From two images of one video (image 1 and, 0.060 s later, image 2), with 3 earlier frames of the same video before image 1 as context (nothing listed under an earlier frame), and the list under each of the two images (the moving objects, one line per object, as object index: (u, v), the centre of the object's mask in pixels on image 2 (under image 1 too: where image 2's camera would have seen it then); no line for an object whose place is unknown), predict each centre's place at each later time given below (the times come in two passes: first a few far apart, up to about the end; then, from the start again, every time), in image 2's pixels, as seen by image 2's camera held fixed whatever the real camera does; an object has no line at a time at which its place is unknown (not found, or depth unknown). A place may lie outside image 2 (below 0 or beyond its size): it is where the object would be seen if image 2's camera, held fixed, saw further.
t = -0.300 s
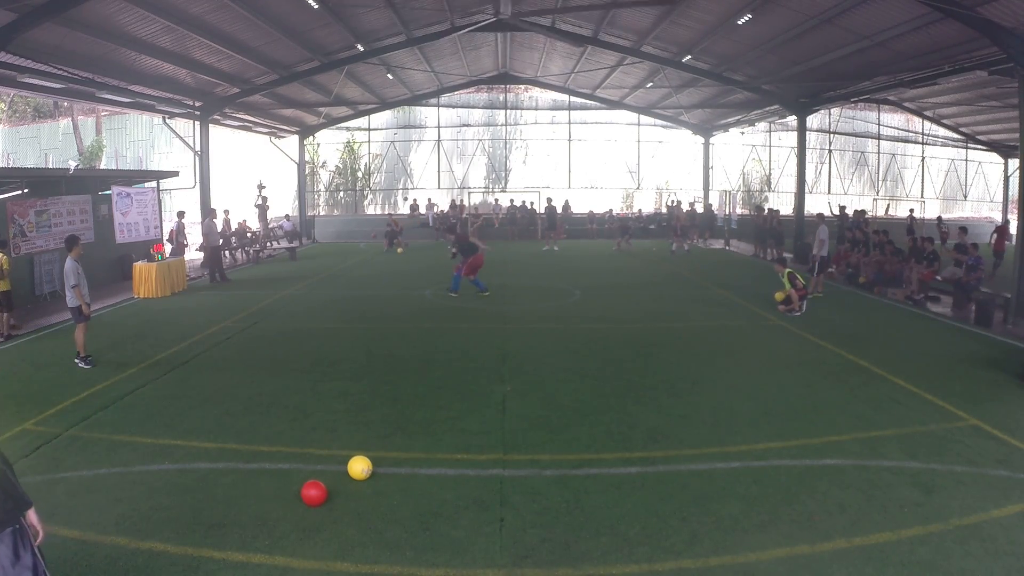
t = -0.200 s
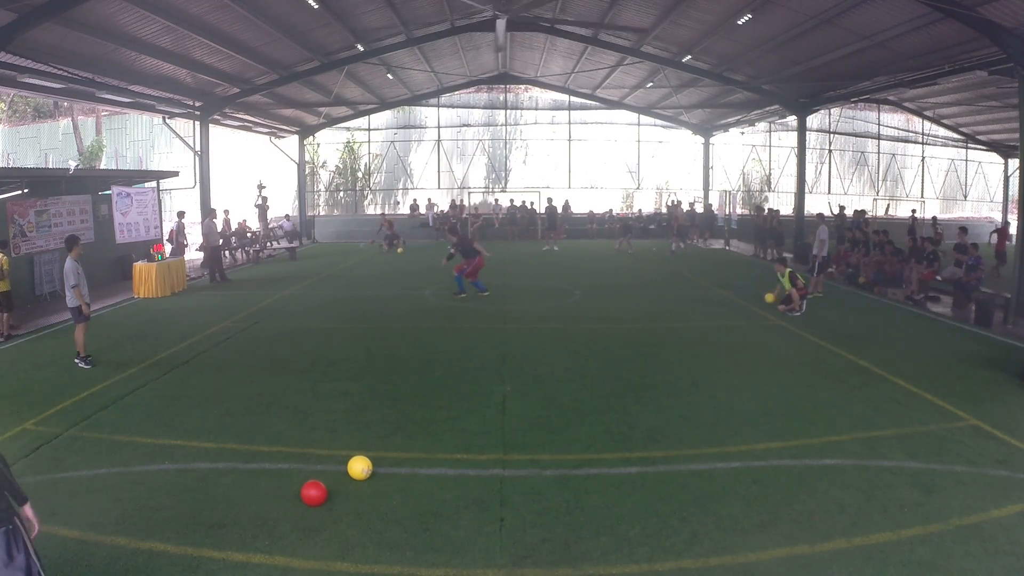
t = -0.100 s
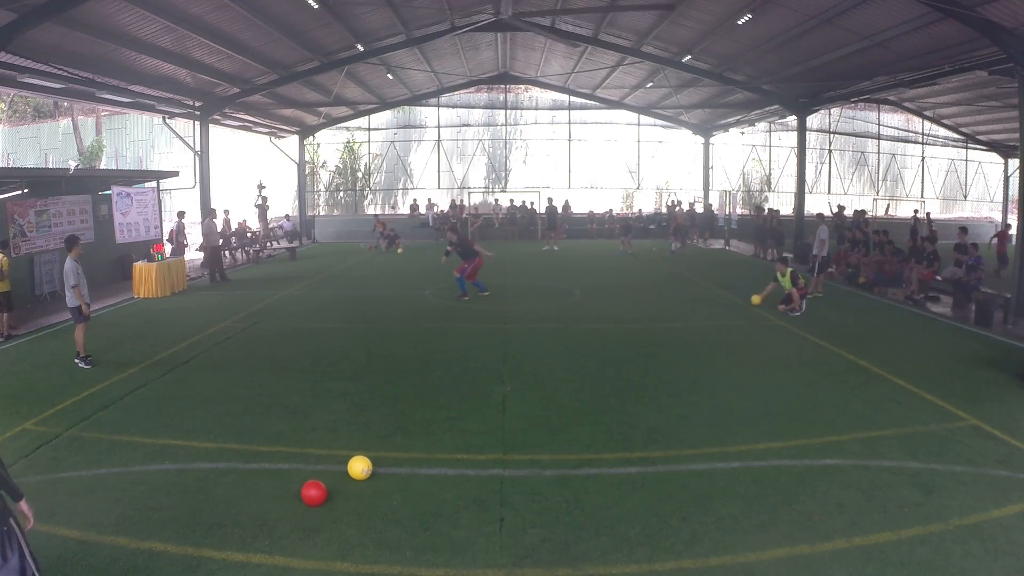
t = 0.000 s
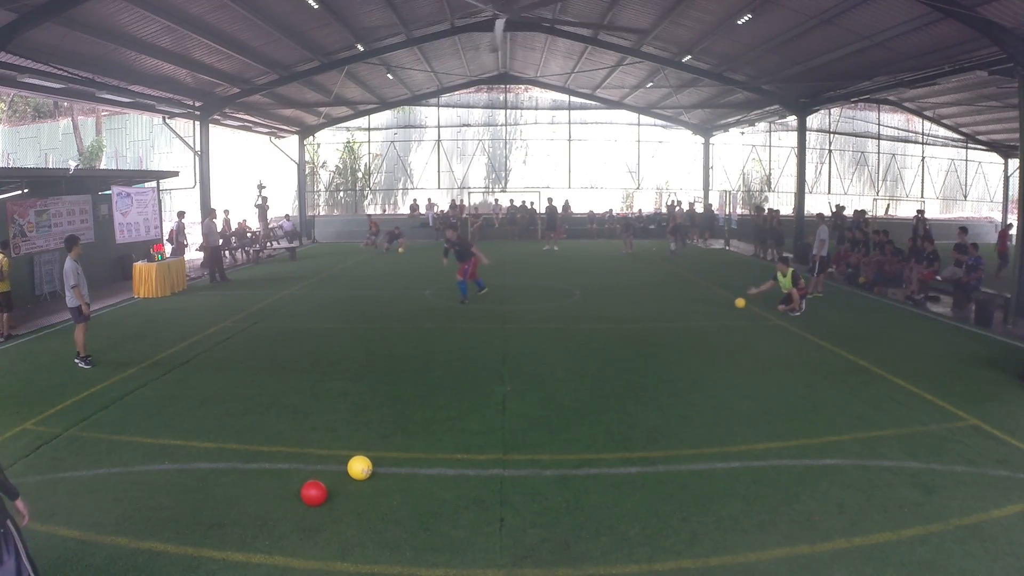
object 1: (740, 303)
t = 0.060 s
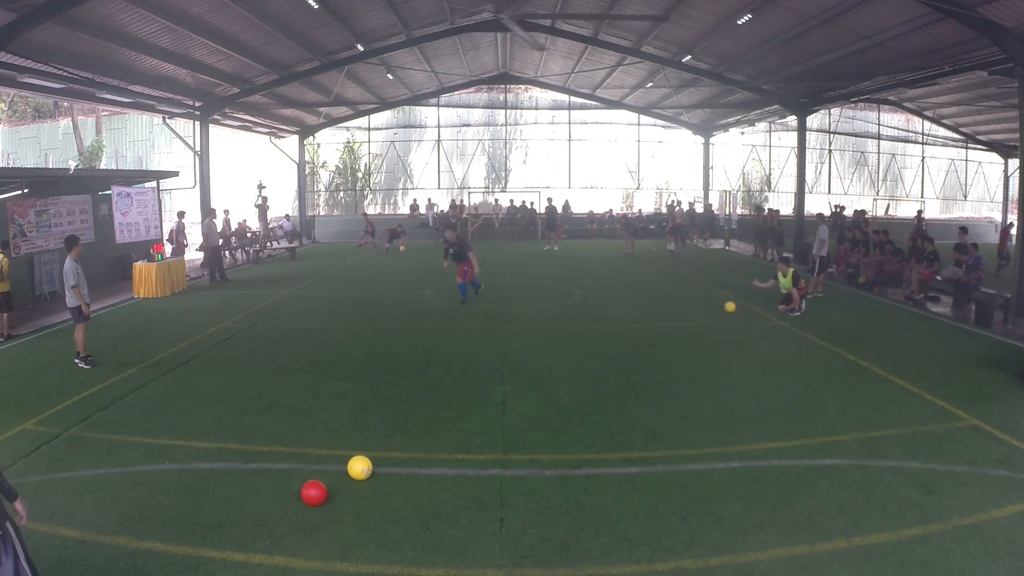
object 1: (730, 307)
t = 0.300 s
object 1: (699, 315)
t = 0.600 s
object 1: (657, 325)
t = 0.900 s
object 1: (611, 335)
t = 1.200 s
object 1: (559, 346)
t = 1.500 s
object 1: (502, 358)
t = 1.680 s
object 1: (466, 366)
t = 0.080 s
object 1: (726, 309)
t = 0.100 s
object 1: (723, 310)
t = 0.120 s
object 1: (721, 310)
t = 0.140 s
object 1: (718, 310)
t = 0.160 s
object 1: (716, 310)
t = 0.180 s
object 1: (714, 310)
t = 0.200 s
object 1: (711, 310)
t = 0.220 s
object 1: (709, 311)
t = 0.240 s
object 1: (706, 312)
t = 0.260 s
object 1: (704, 313)
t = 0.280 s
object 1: (702, 314)
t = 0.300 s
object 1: (699, 315)
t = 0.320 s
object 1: (696, 316)
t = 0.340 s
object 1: (694, 315)
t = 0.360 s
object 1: (691, 316)
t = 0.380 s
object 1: (688, 316)
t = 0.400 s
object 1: (686, 317)
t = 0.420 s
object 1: (683, 318)
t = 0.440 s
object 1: (680, 319)
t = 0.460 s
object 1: (677, 321)
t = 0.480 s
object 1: (674, 321)
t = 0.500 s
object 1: (672, 321)
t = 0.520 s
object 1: (669, 322)
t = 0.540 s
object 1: (666, 322)
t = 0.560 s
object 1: (663, 323)
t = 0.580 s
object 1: (660, 324)
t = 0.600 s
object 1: (657, 325)
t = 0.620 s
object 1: (654, 326)
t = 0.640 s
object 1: (651, 326)
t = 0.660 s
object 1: (648, 327)
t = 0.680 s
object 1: (645, 327)
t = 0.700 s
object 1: (642, 328)
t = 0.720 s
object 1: (639, 329)
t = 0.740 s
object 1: (636, 330)
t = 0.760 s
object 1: (633, 330)
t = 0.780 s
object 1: (630, 331)
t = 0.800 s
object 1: (627, 332)
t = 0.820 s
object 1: (624, 333)
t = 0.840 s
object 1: (620, 333)
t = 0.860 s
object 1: (617, 333)
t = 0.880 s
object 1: (614, 334)
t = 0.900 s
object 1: (611, 335)
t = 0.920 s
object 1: (607, 336)
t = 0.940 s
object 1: (604, 337)
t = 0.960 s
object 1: (601, 337)
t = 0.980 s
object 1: (597, 338)
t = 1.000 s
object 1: (594, 338)
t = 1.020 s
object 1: (590, 340)
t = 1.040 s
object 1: (587, 340)
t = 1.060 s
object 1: (584, 341)
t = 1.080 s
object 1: (580, 341)
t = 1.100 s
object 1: (577, 342)
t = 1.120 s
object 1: (573, 343)
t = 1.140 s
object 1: (570, 344)
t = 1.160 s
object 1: (566, 345)
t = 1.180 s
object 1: (562, 345)
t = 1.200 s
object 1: (559, 346)
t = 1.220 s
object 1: (555, 347)
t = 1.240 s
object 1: (552, 348)
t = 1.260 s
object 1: (548, 348)
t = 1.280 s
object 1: (544, 349)
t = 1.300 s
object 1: (540, 350)
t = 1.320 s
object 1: (537, 351)
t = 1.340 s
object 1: (533, 351)
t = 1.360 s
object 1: (529, 352)
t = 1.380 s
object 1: (526, 353)
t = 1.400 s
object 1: (522, 354)
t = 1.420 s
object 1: (518, 354)
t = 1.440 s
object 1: (514, 355)
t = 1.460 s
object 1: (510, 356)
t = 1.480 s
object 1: (506, 357)
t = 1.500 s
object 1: (502, 358)
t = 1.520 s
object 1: (499, 359)
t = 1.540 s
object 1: (495, 360)
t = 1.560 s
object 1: (491, 360)
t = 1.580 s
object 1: (487, 361)
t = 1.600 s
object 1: (483, 363)
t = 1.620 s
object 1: (479, 364)
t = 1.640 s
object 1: (475, 364)
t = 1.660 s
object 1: (471, 365)
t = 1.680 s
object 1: (466, 366)
